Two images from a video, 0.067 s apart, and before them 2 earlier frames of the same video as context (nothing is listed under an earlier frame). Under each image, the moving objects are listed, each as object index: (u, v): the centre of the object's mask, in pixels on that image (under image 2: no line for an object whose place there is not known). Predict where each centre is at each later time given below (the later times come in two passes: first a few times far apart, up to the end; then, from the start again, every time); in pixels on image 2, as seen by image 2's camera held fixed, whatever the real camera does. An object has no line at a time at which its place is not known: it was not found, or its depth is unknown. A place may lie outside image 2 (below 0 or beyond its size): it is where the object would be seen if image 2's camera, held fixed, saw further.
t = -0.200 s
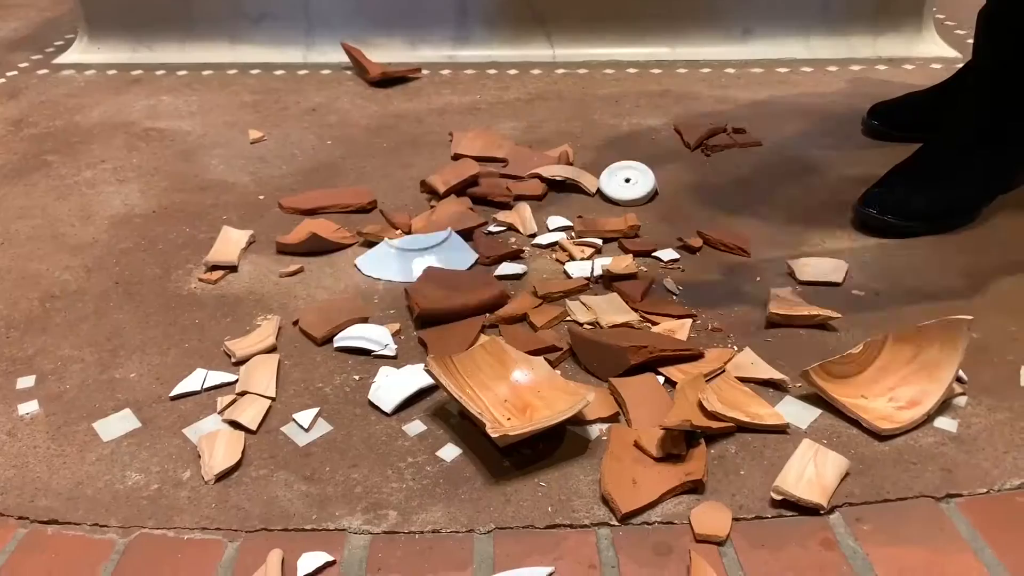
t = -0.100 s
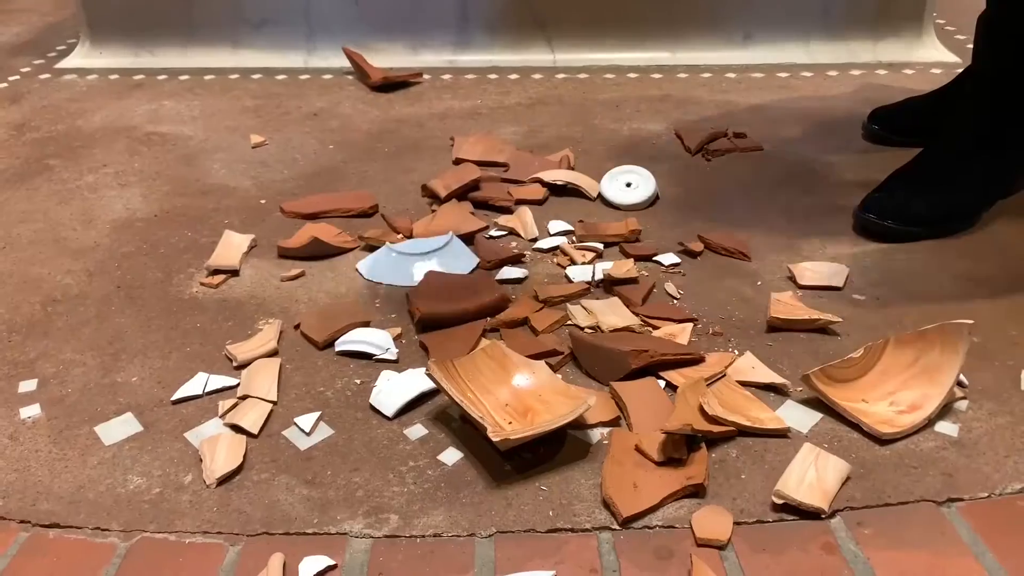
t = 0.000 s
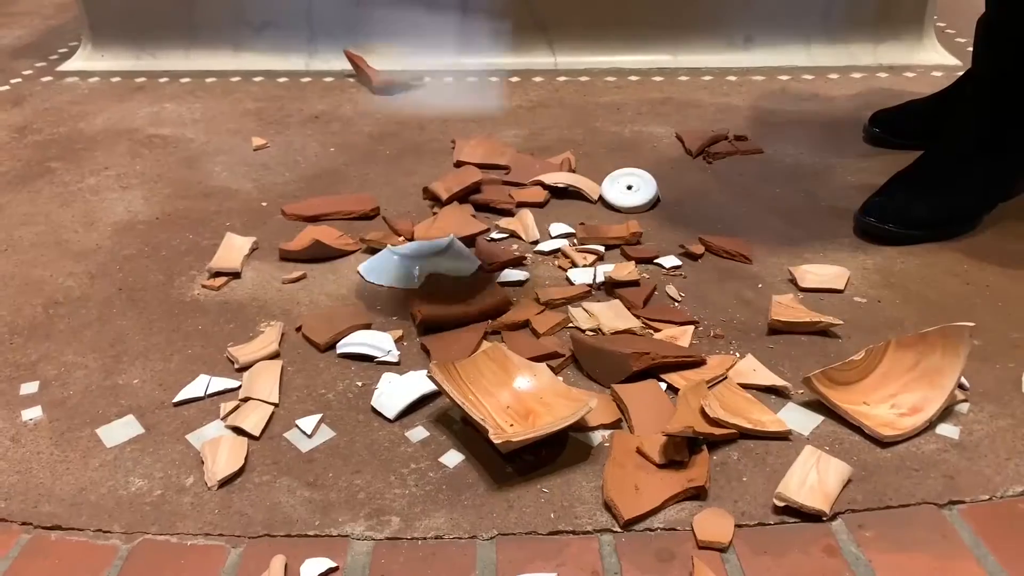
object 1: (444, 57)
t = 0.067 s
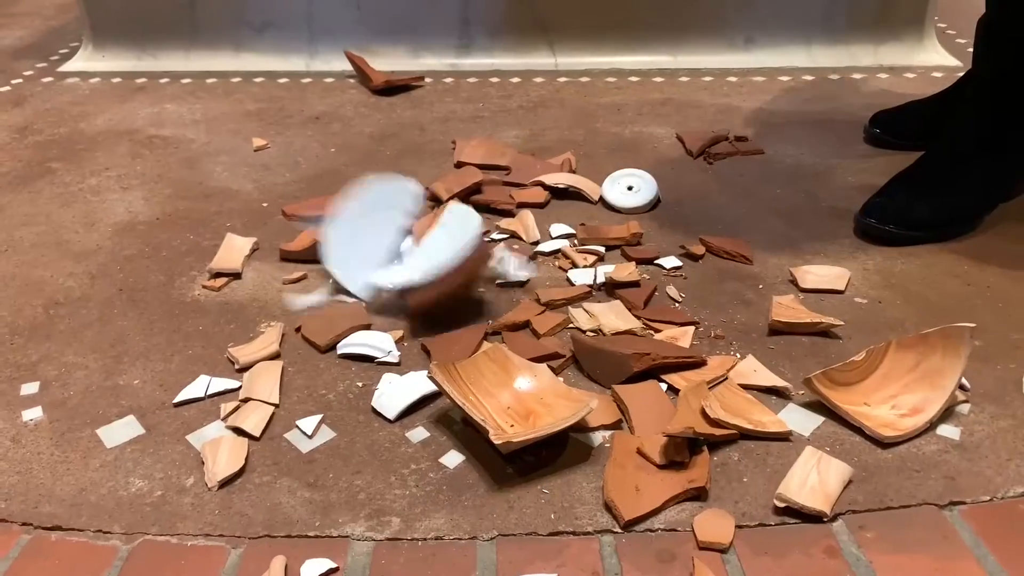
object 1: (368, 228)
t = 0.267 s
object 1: (210, 195)
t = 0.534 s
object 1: (148, 189)
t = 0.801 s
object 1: (142, 191)
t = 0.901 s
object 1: (141, 190)
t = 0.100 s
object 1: (333, 207)
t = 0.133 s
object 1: (301, 194)
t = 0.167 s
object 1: (276, 190)
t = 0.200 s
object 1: (253, 193)
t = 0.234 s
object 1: (230, 185)
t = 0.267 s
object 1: (210, 195)
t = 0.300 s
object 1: (192, 192)
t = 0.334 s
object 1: (180, 183)
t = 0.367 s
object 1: (175, 171)
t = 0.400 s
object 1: (161, 177)
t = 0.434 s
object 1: (156, 182)
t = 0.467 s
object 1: (157, 180)
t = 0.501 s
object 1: (159, 183)
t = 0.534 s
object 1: (148, 189)
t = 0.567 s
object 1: (143, 188)
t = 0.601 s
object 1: (140, 186)
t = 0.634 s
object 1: (139, 190)
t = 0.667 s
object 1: (139, 192)
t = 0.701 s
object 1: (140, 191)
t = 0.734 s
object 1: (142, 190)
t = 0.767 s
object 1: (143, 191)
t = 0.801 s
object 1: (142, 191)
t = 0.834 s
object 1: (143, 189)
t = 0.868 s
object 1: (144, 188)
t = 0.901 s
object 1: (141, 190)
